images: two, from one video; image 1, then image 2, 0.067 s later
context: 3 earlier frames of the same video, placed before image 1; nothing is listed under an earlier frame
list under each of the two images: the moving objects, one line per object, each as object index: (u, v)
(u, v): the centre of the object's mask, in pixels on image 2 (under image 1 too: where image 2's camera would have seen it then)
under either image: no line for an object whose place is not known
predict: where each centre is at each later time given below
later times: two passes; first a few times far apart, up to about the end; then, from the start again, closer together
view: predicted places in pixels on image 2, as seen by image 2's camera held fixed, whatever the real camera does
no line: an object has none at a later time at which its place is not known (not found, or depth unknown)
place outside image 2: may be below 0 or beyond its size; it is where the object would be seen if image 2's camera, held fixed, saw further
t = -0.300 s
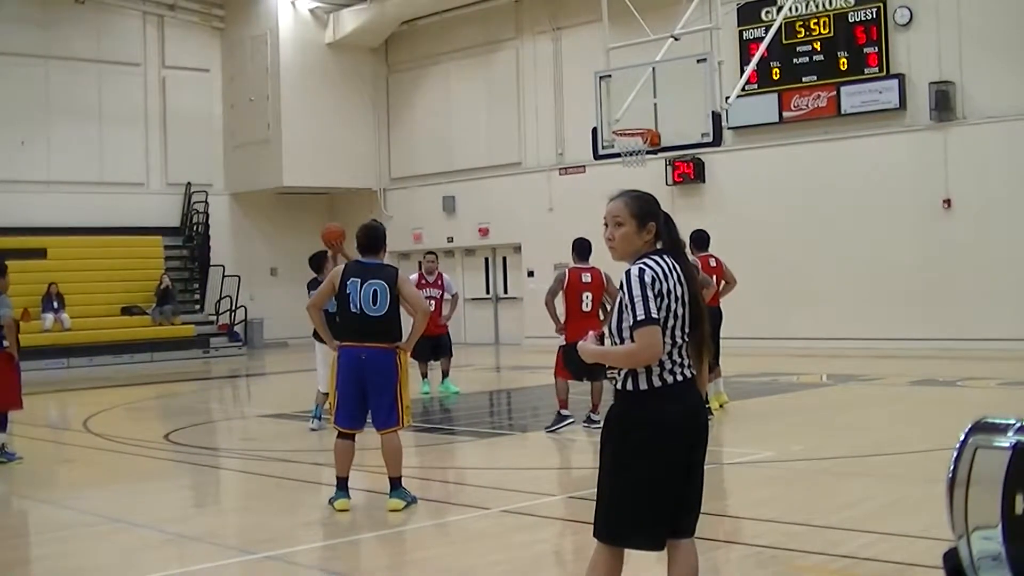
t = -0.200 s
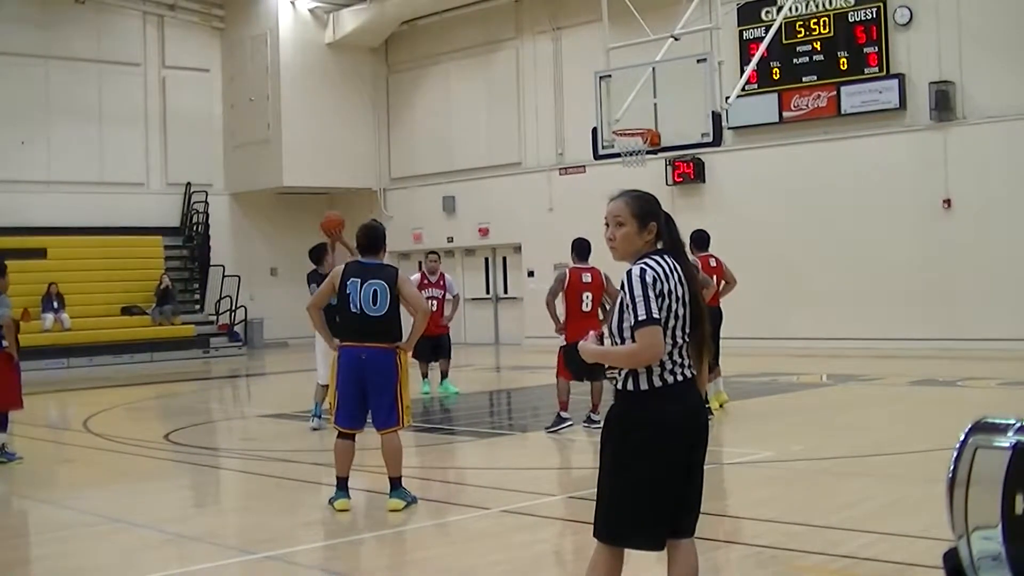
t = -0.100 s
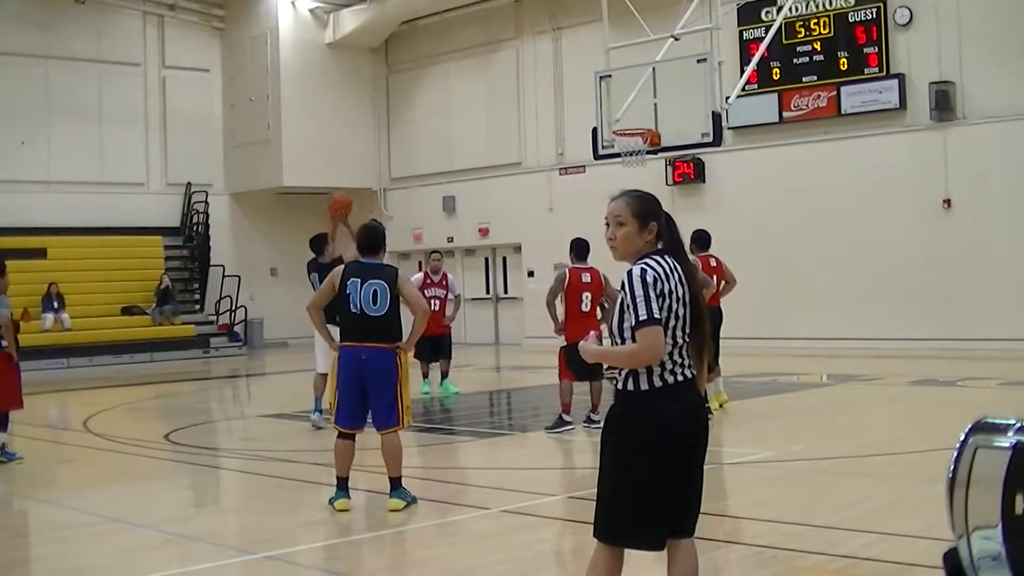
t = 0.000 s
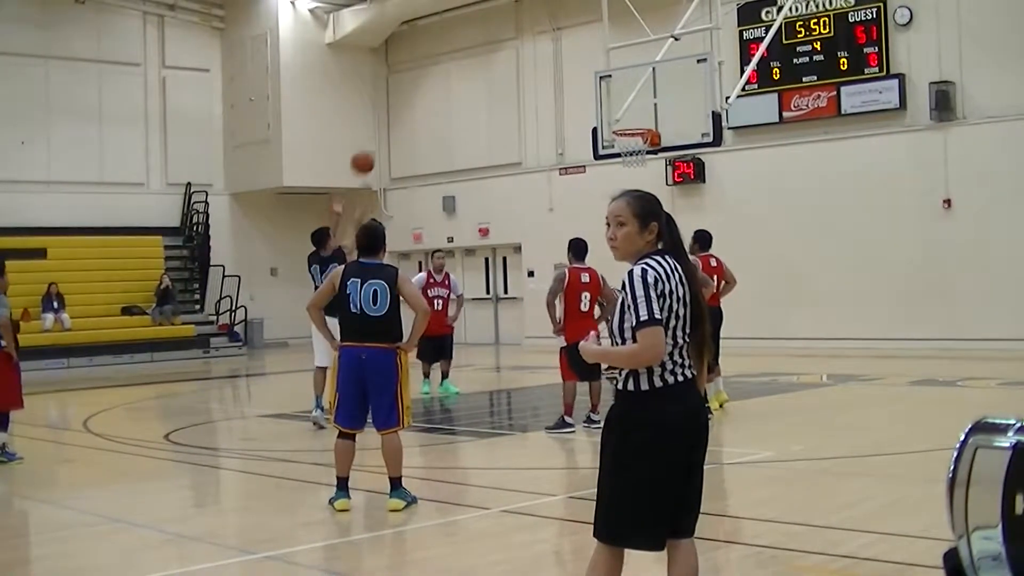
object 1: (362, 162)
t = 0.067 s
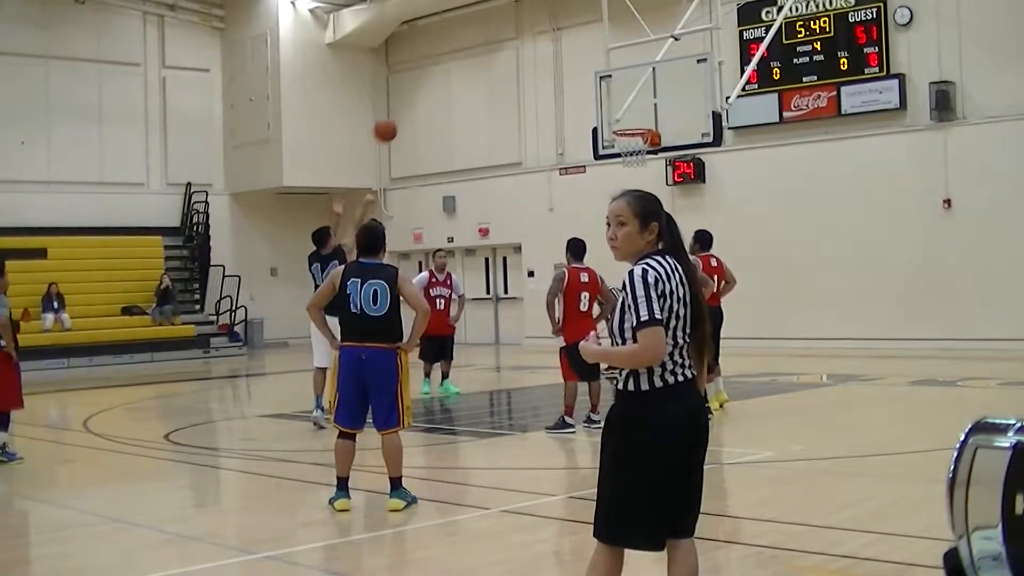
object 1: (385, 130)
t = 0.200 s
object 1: (429, 82)
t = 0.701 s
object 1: (572, 56)
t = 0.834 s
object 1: (606, 84)
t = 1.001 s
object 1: (635, 132)
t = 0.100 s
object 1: (396, 116)
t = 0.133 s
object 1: (407, 103)
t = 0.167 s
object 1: (418, 92)
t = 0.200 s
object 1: (429, 82)
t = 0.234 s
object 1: (438, 73)
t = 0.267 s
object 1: (449, 65)
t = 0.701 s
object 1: (572, 56)
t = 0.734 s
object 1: (581, 62)
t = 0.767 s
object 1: (589, 68)
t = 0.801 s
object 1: (598, 76)
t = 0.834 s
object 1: (606, 84)
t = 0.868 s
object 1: (615, 93)
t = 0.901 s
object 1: (623, 103)
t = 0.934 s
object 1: (632, 114)
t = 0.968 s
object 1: (640, 126)
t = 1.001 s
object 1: (635, 132)
